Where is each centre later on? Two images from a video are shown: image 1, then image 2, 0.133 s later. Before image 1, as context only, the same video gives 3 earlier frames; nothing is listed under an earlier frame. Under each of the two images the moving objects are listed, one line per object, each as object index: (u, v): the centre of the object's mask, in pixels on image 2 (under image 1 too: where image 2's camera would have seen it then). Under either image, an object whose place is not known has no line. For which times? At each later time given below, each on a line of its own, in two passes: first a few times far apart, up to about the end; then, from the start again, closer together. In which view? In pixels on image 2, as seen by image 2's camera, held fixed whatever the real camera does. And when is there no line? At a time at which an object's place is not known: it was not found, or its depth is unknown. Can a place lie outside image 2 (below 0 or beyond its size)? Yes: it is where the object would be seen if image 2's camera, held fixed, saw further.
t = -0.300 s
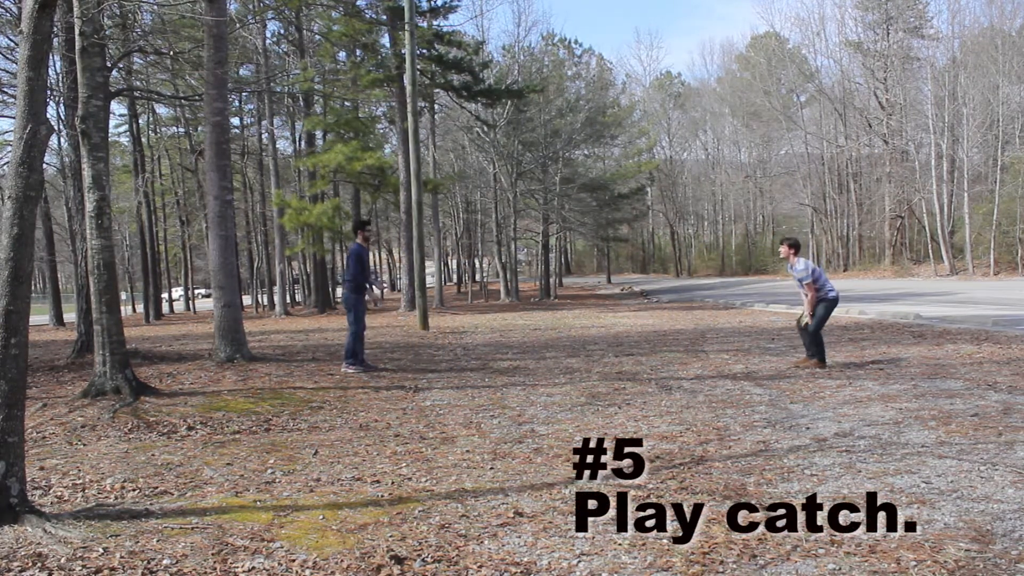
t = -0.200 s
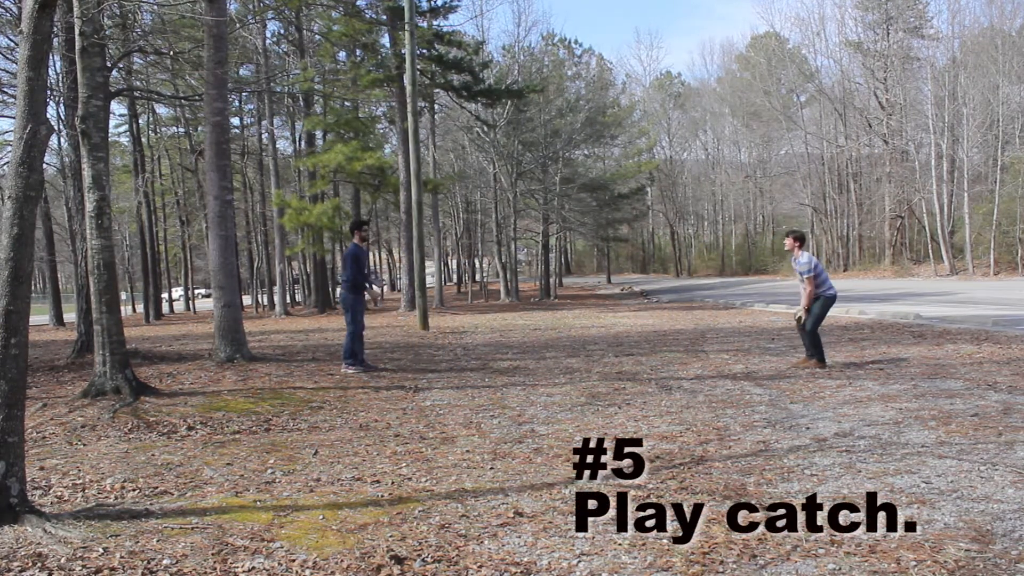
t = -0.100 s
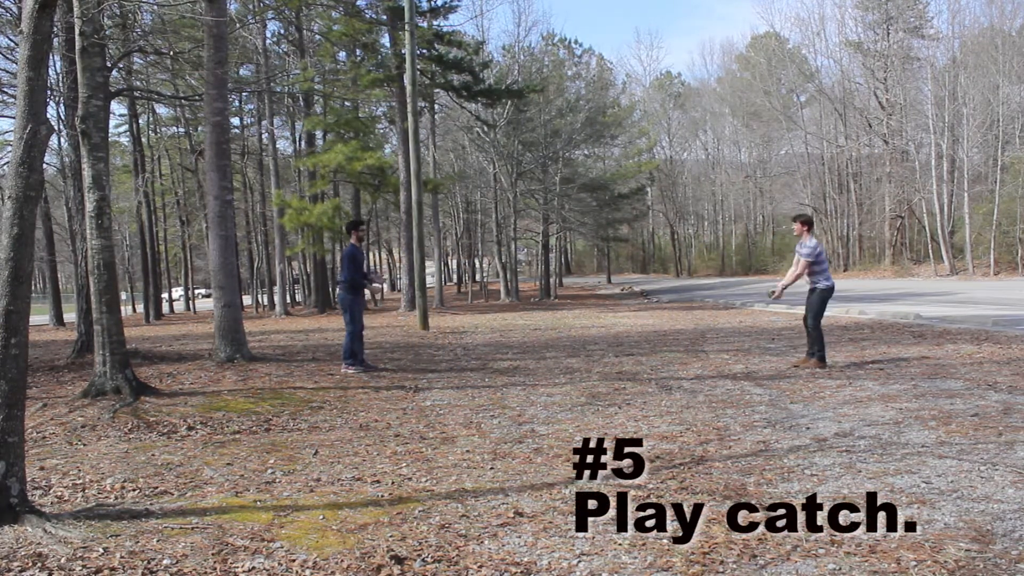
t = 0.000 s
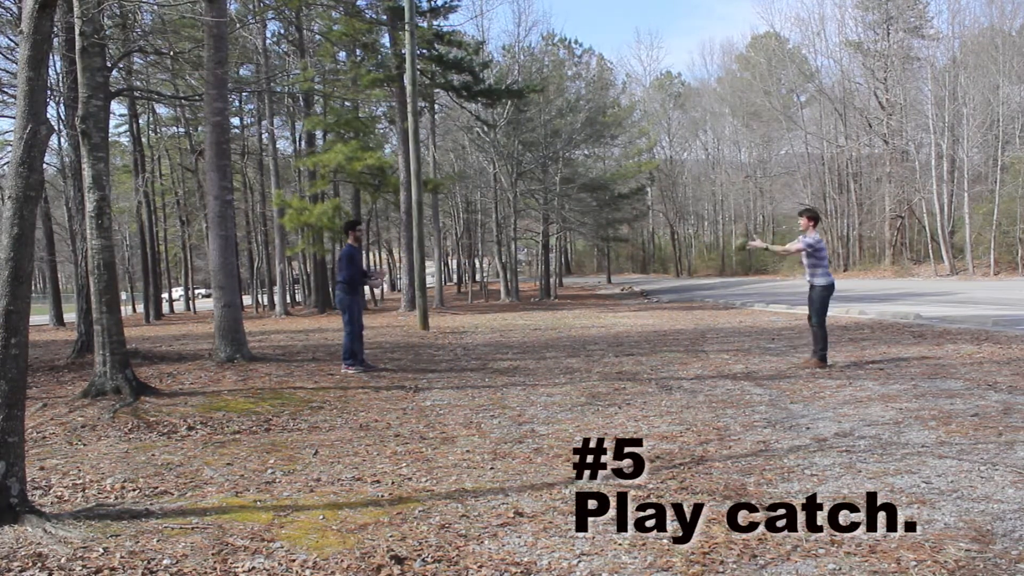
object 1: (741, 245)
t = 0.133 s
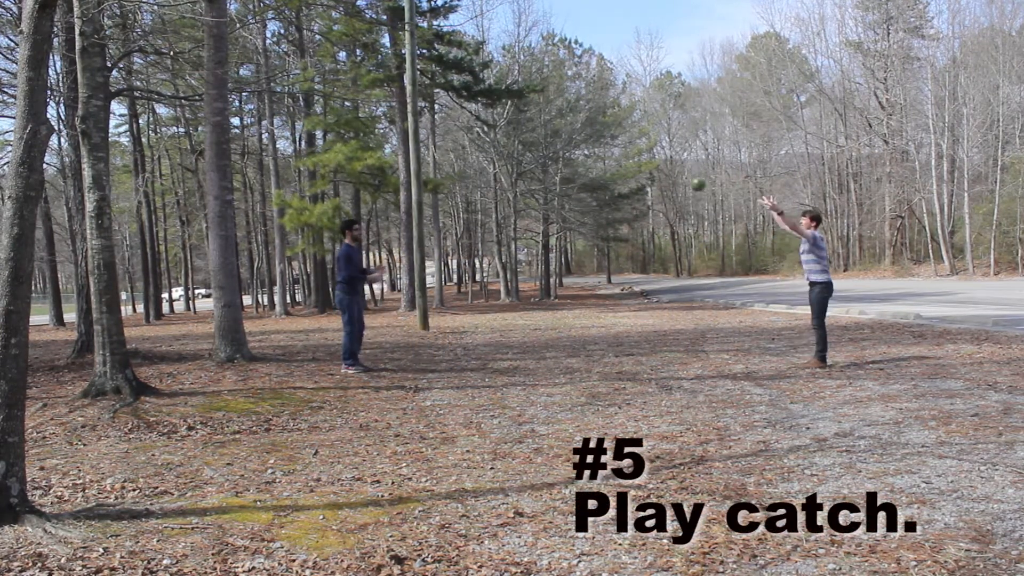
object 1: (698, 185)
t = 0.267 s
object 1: (655, 140)
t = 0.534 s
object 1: (567, 96)
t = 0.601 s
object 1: (546, 95)
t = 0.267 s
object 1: (655, 140)
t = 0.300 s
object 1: (644, 131)
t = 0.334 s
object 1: (633, 122)
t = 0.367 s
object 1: (622, 116)
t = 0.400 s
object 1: (611, 109)
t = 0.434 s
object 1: (600, 105)
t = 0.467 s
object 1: (589, 101)
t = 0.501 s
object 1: (578, 98)
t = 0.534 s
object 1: (567, 96)
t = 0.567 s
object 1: (557, 95)
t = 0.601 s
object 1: (546, 95)
